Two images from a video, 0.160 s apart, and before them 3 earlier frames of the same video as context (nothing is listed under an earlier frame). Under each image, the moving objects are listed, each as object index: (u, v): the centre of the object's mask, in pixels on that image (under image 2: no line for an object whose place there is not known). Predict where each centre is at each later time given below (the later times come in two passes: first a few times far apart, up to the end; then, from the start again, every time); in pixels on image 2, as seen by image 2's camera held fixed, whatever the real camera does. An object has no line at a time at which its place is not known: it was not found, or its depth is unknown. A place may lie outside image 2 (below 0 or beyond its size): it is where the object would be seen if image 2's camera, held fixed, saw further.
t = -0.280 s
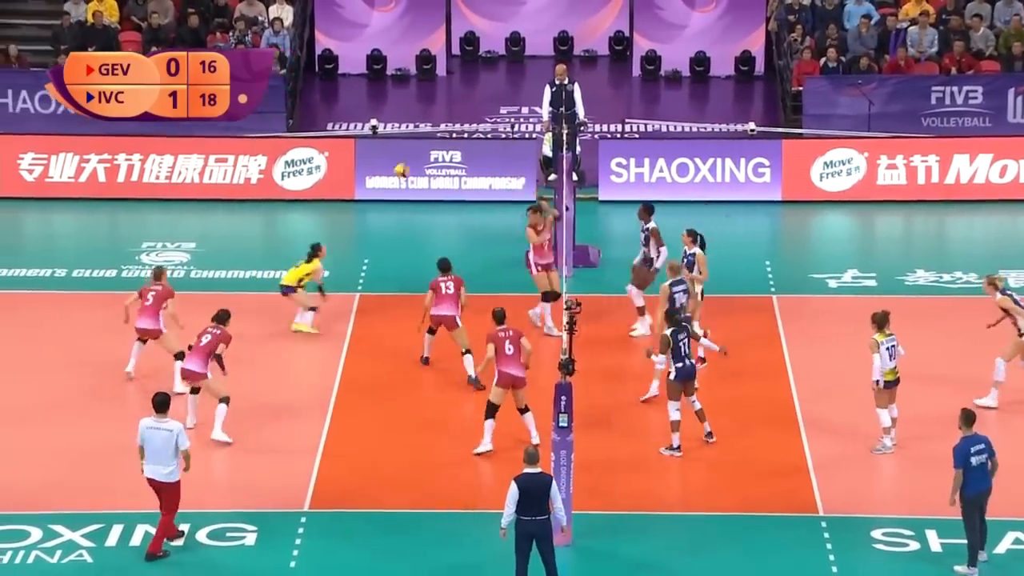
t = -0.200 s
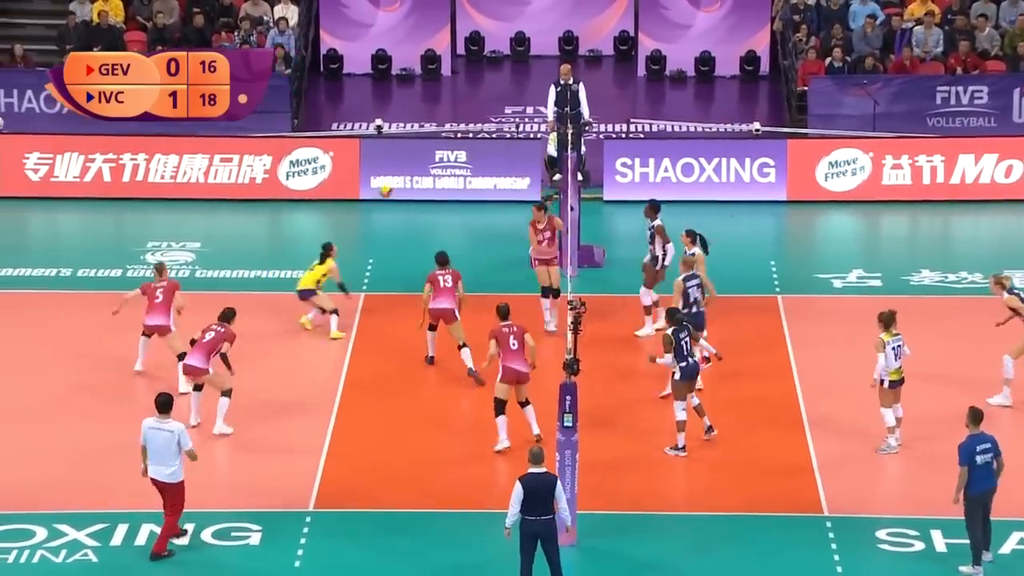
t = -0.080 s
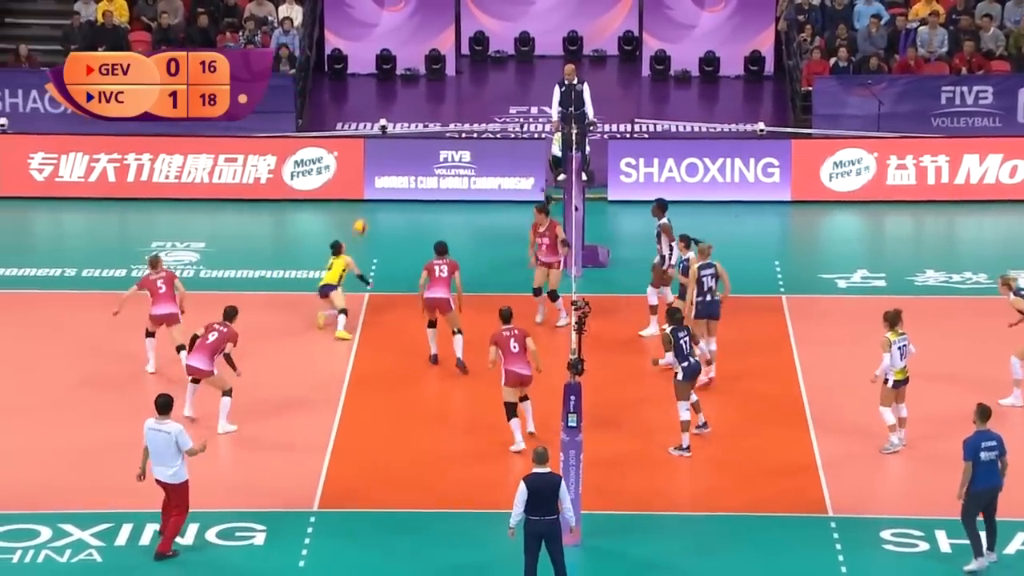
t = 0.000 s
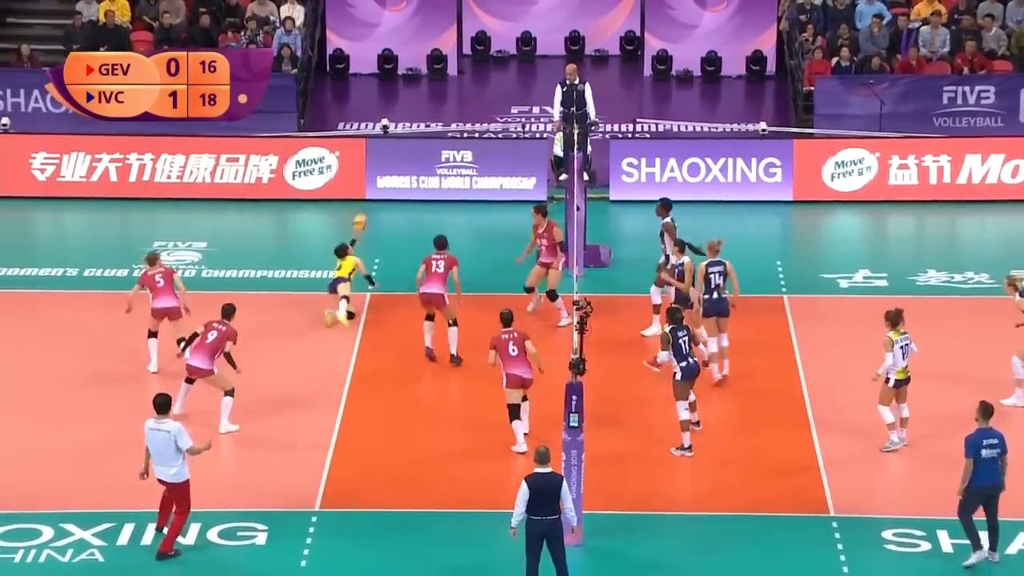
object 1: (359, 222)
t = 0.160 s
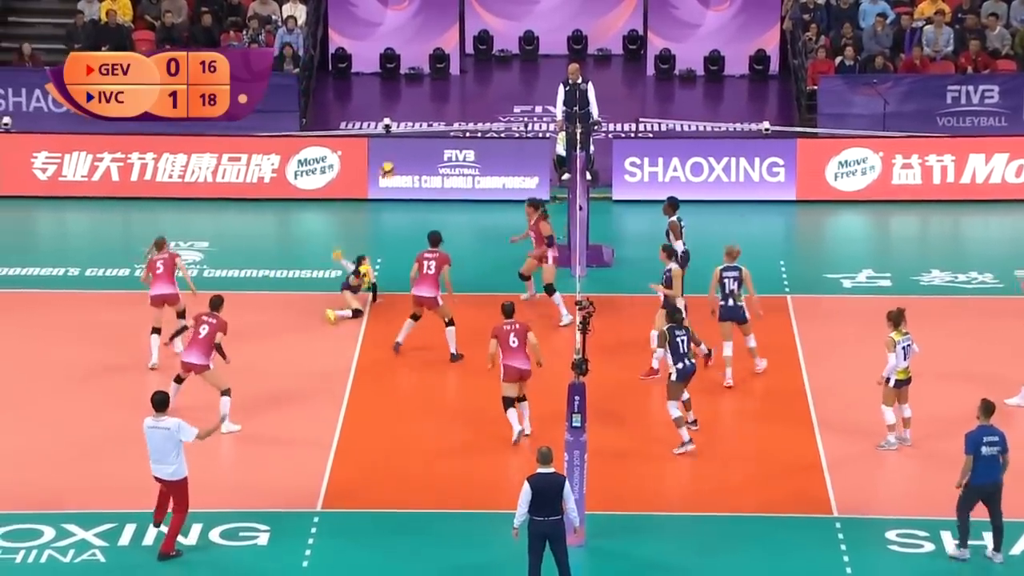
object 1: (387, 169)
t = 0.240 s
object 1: (399, 150)
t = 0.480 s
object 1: (437, 116)
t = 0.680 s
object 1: (466, 119)
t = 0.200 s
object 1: (393, 159)
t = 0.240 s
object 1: (399, 150)
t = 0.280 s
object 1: (406, 141)
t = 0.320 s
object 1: (412, 135)
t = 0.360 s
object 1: (419, 128)
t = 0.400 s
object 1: (425, 123)
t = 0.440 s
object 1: (431, 119)
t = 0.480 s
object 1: (437, 116)
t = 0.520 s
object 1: (443, 116)
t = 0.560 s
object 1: (449, 114)
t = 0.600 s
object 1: (455, 115)
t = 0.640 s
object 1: (460, 116)
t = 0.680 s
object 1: (466, 119)
